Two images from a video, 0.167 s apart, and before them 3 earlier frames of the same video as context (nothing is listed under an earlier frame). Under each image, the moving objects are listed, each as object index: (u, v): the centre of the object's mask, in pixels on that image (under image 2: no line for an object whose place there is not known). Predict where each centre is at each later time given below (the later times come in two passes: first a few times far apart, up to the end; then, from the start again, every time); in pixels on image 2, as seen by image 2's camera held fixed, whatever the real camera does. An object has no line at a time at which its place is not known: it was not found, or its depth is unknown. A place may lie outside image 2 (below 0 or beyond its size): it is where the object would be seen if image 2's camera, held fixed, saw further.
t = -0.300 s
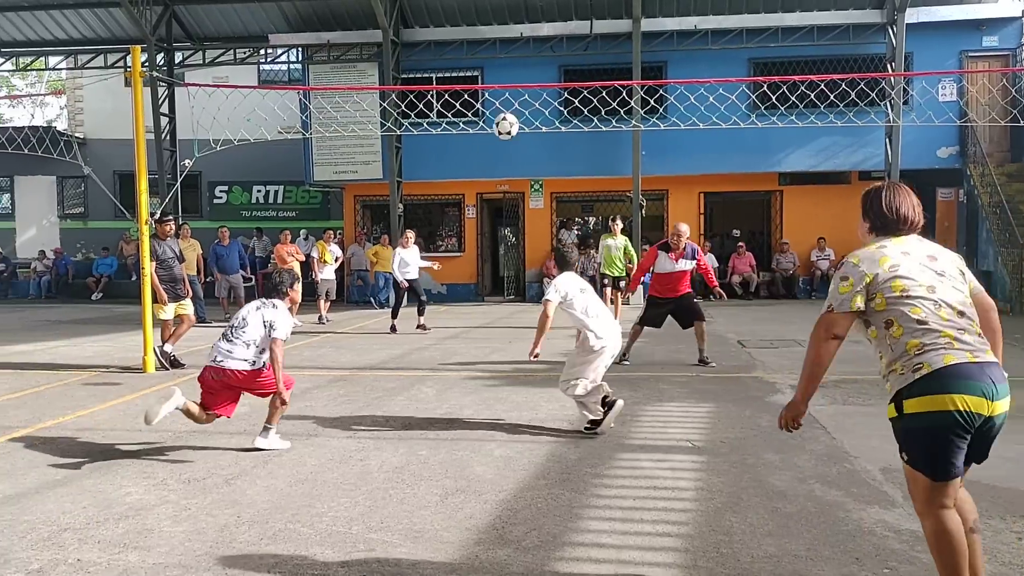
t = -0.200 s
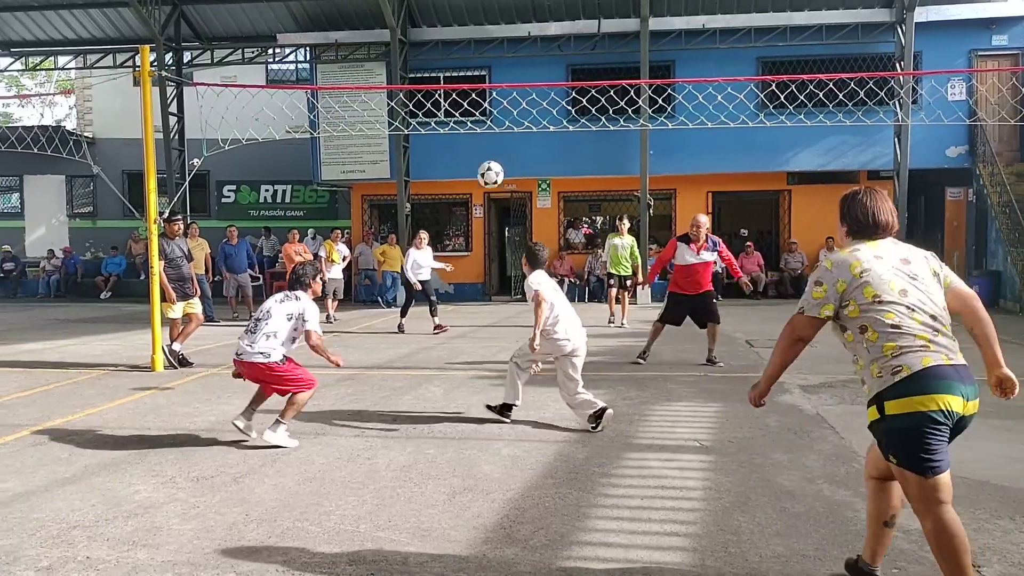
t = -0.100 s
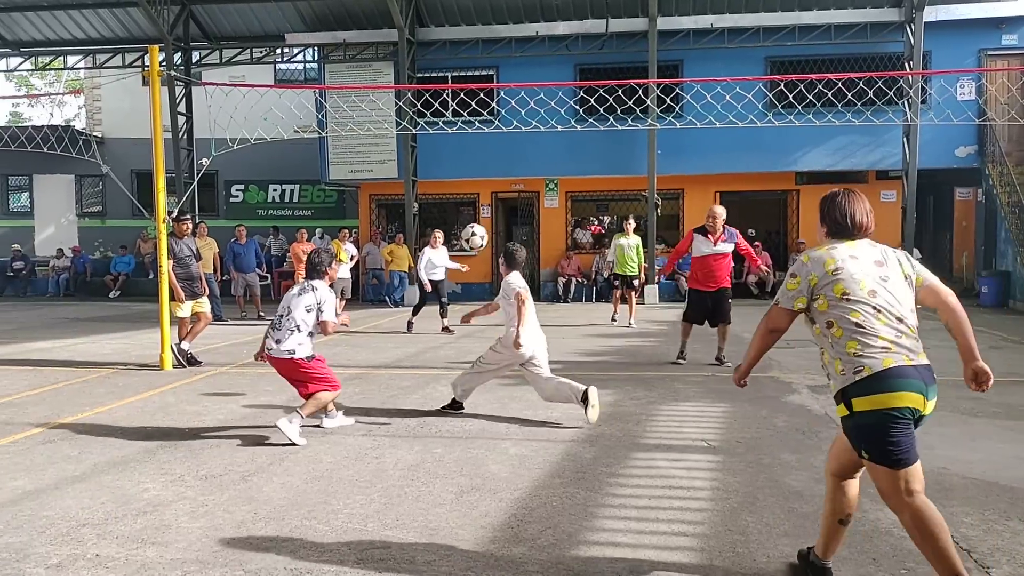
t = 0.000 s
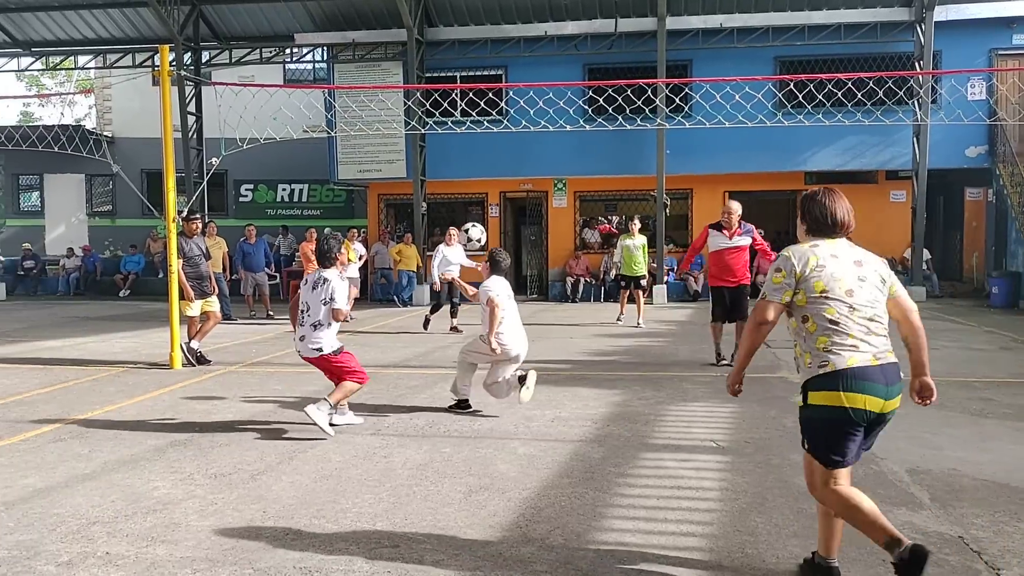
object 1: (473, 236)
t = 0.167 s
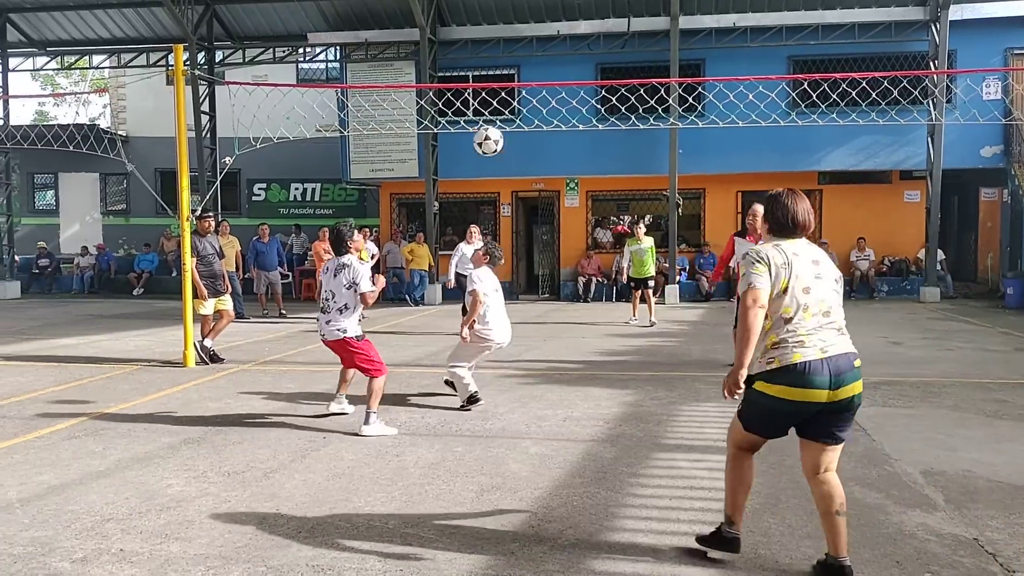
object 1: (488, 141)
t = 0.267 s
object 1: (491, 95)
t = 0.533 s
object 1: (500, 27)
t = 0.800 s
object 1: (511, 68)
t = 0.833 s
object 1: (512, 84)
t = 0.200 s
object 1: (489, 125)
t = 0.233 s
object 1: (490, 110)
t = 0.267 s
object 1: (491, 95)
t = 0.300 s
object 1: (492, 82)
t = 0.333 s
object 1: (493, 70)
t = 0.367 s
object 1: (494, 60)
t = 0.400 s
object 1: (496, 51)
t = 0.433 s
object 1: (497, 42)
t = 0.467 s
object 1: (498, 36)
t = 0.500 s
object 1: (499, 30)
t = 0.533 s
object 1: (500, 27)
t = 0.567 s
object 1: (502, 25)
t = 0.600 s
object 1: (503, 25)
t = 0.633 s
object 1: (504, 27)
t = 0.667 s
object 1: (506, 31)
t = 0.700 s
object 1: (507, 37)
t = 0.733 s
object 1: (509, 44)
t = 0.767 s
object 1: (510, 55)
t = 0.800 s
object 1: (511, 68)
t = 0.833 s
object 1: (512, 84)
